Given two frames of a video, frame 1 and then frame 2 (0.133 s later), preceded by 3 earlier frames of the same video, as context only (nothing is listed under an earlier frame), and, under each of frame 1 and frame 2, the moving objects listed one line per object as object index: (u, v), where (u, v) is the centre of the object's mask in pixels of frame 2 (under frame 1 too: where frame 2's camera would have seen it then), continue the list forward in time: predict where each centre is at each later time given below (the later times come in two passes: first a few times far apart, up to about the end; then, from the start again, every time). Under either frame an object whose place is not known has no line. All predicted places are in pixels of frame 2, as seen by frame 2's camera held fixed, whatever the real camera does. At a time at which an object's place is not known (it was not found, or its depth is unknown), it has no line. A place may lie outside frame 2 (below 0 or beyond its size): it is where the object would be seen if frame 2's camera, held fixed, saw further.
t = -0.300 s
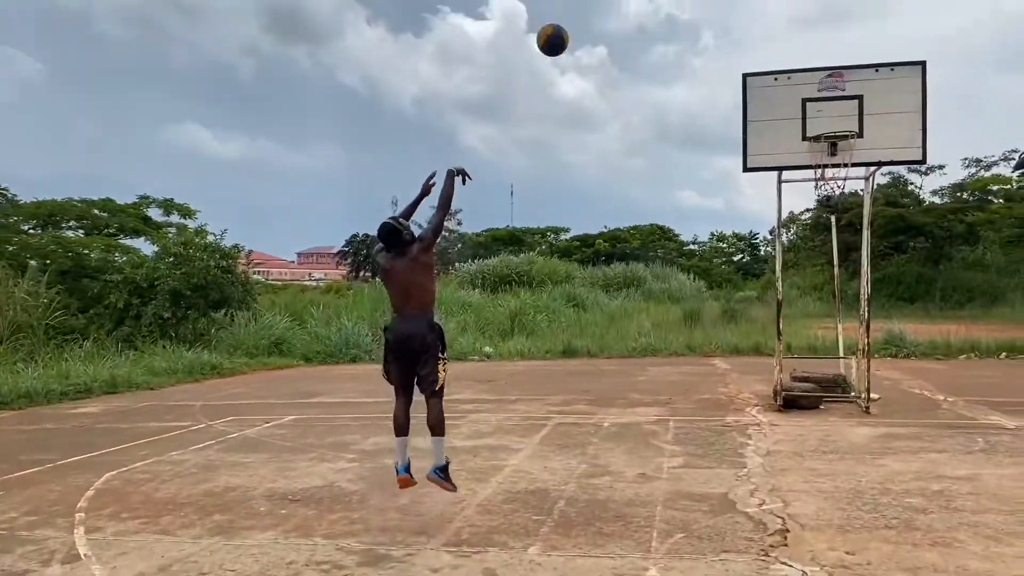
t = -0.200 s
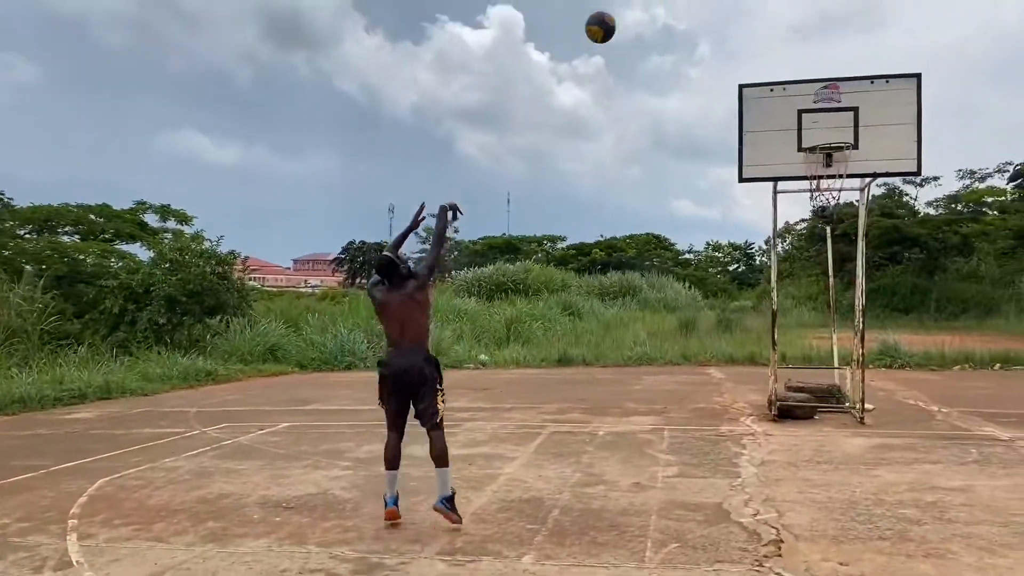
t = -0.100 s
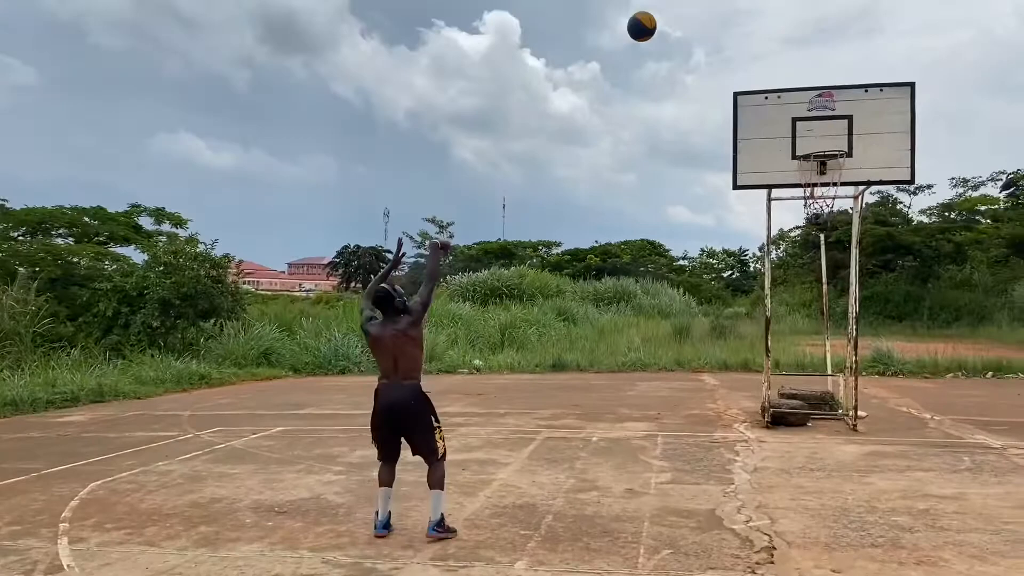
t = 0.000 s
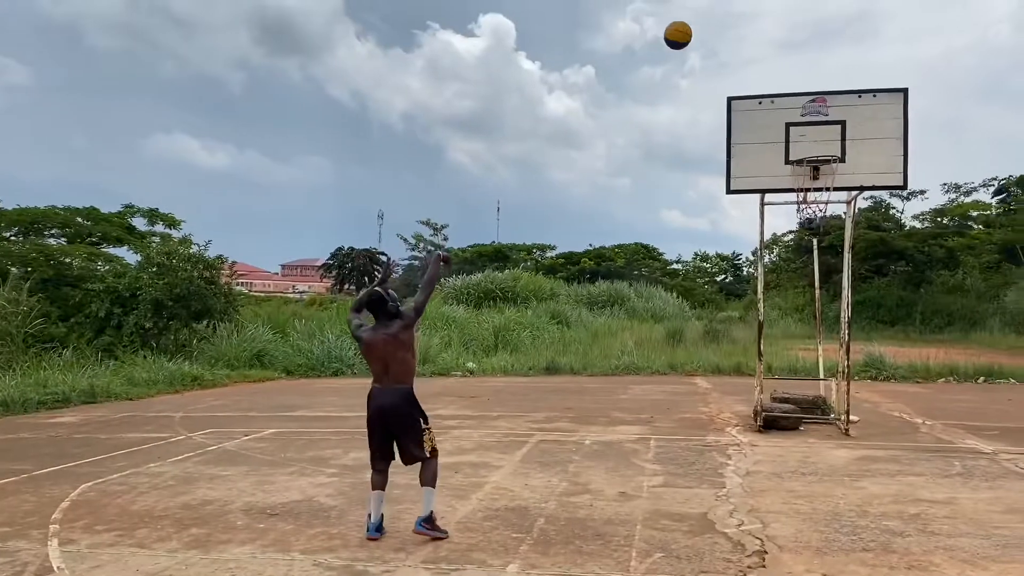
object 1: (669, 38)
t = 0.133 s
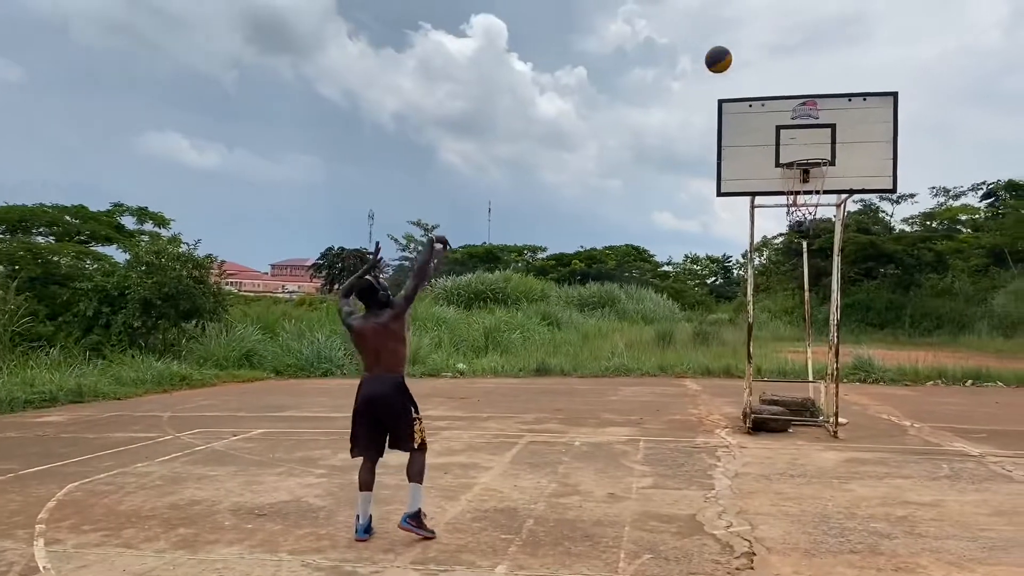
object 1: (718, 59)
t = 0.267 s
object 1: (762, 97)
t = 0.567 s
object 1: (813, 211)
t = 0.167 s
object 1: (729, 67)
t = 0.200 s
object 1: (741, 76)
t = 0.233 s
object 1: (751, 86)
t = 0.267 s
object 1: (762, 97)
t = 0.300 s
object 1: (772, 108)
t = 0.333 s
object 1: (781, 121)
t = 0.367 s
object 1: (791, 134)
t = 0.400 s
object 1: (800, 148)
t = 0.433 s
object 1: (810, 163)
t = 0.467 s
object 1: (814, 178)
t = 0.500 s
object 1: (814, 193)
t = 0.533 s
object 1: (814, 206)
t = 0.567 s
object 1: (813, 211)
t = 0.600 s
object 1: (811, 217)
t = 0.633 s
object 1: (810, 224)
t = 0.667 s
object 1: (810, 231)
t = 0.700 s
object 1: (810, 236)
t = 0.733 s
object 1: (806, 249)
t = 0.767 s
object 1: (806, 262)
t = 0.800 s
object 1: (805, 276)
